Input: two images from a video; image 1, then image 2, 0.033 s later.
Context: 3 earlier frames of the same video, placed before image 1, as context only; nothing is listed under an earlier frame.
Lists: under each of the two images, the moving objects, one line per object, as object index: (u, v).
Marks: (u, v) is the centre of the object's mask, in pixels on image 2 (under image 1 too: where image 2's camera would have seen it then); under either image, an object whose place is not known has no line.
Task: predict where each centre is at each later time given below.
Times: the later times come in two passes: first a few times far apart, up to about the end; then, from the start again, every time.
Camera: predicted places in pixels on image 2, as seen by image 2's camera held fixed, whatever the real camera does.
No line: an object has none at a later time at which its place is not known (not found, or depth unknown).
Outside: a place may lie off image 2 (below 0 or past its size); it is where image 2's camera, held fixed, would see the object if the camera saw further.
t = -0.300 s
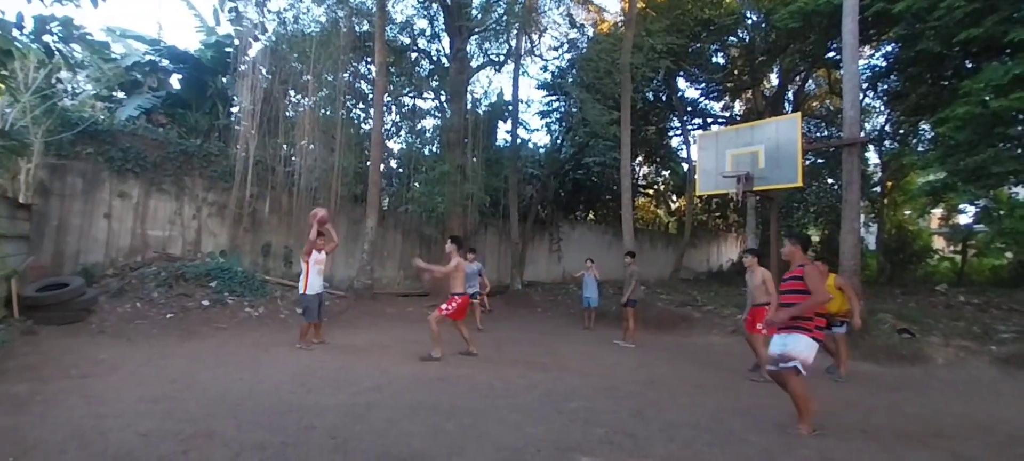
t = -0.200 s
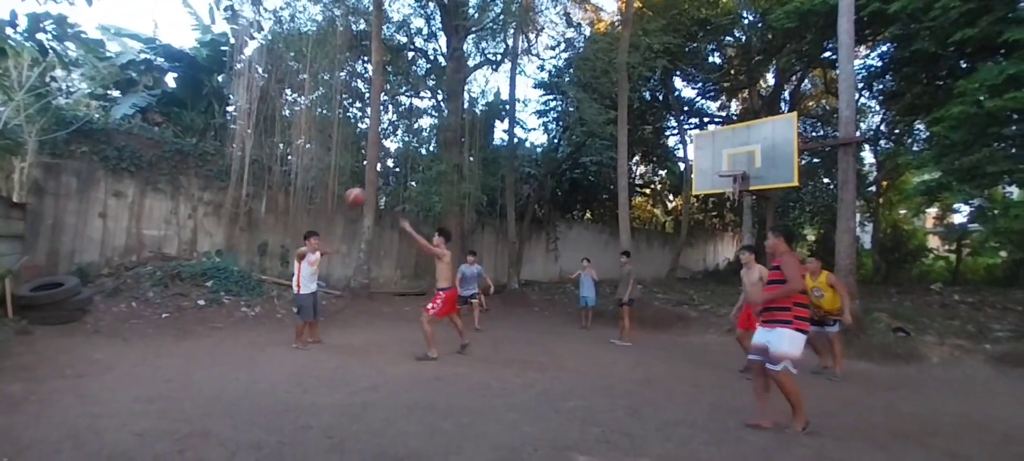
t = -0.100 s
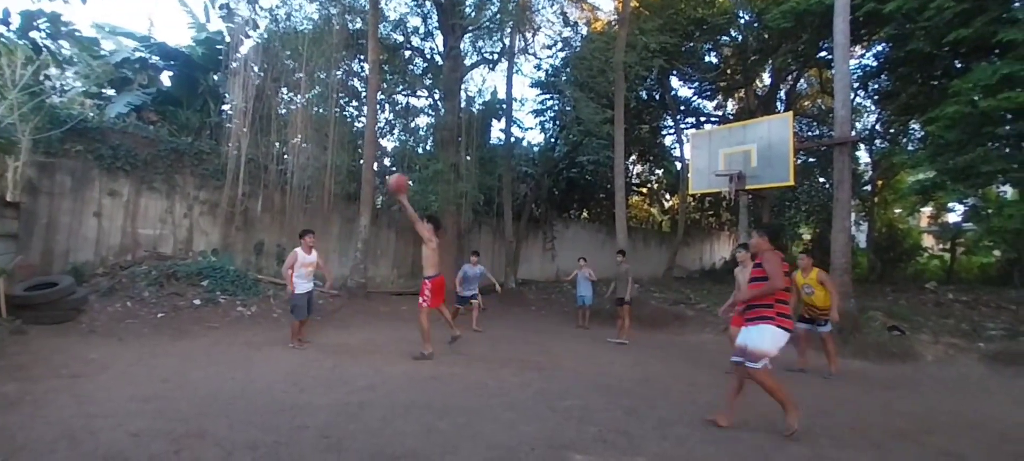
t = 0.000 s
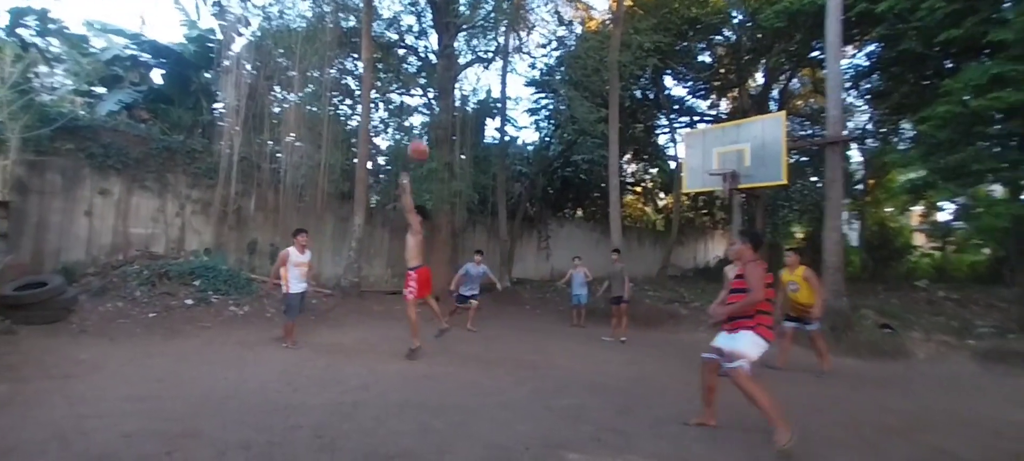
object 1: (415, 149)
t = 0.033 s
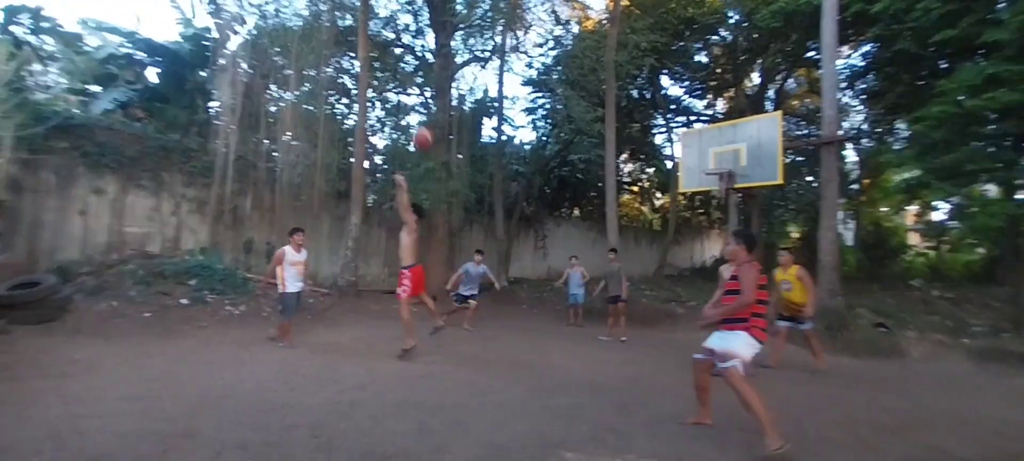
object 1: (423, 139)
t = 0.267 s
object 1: (482, 80)
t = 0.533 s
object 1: (566, 68)
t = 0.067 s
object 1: (430, 128)
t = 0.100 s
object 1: (438, 116)
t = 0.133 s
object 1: (446, 106)
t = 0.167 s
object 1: (455, 101)
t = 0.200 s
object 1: (464, 93)
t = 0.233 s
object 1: (473, 86)
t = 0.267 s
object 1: (482, 80)
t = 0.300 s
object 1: (491, 75)
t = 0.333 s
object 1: (502, 69)
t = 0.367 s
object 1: (511, 67)
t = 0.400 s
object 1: (521, 65)
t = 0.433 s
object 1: (532, 64)
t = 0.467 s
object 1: (544, 64)
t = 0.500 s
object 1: (555, 66)
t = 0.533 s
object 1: (566, 68)
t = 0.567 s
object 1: (577, 71)
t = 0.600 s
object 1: (589, 78)
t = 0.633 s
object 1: (602, 85)
